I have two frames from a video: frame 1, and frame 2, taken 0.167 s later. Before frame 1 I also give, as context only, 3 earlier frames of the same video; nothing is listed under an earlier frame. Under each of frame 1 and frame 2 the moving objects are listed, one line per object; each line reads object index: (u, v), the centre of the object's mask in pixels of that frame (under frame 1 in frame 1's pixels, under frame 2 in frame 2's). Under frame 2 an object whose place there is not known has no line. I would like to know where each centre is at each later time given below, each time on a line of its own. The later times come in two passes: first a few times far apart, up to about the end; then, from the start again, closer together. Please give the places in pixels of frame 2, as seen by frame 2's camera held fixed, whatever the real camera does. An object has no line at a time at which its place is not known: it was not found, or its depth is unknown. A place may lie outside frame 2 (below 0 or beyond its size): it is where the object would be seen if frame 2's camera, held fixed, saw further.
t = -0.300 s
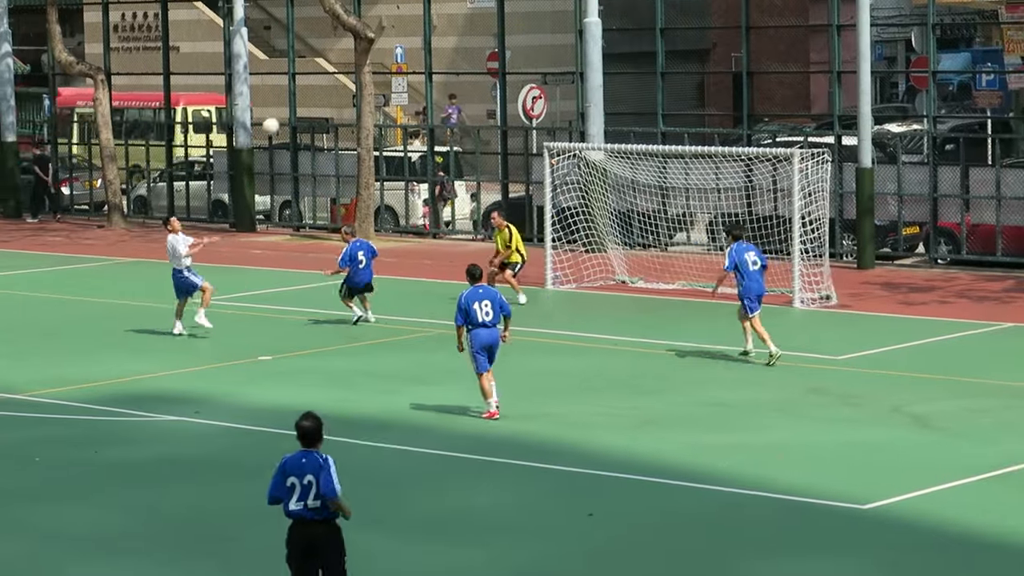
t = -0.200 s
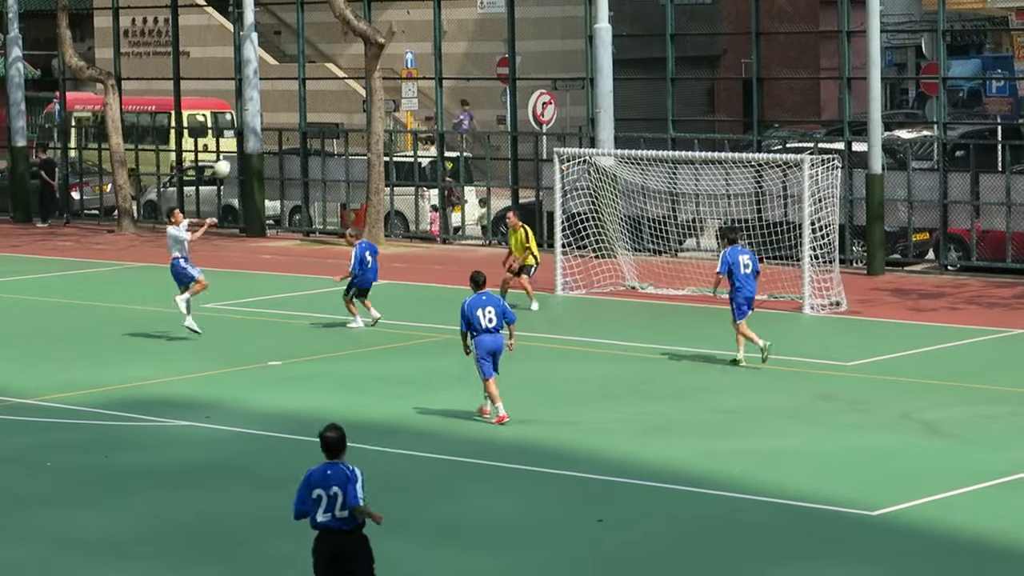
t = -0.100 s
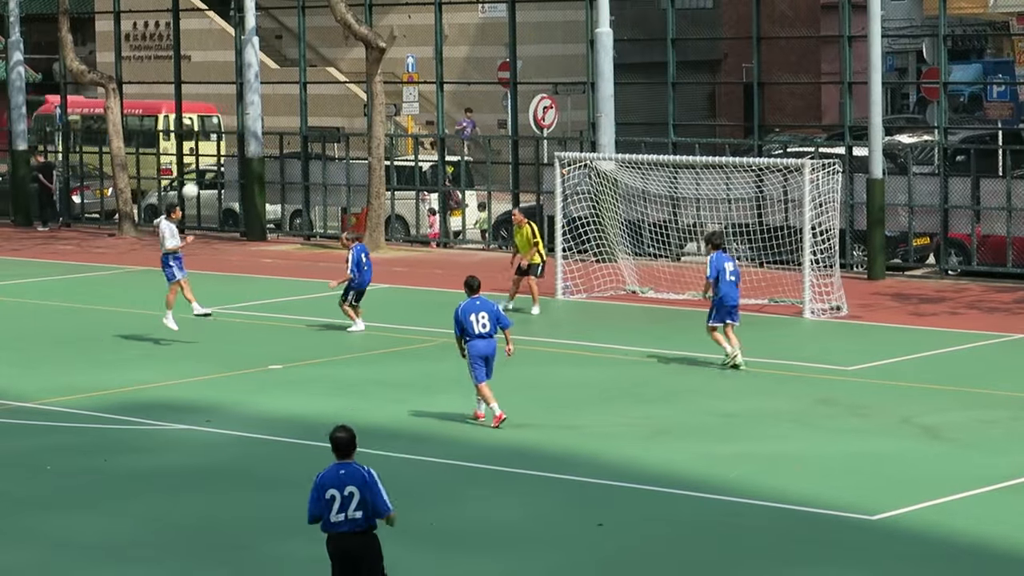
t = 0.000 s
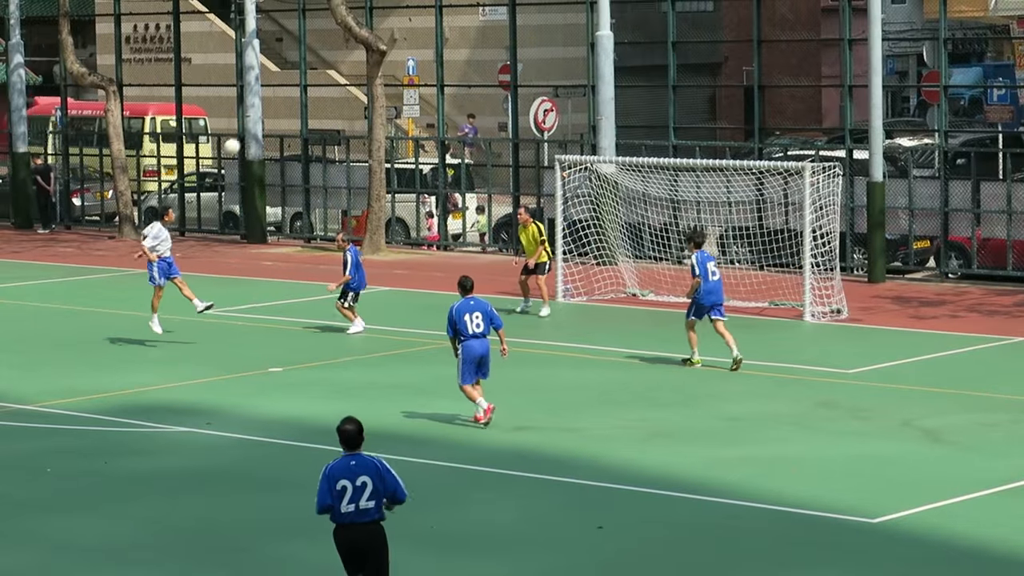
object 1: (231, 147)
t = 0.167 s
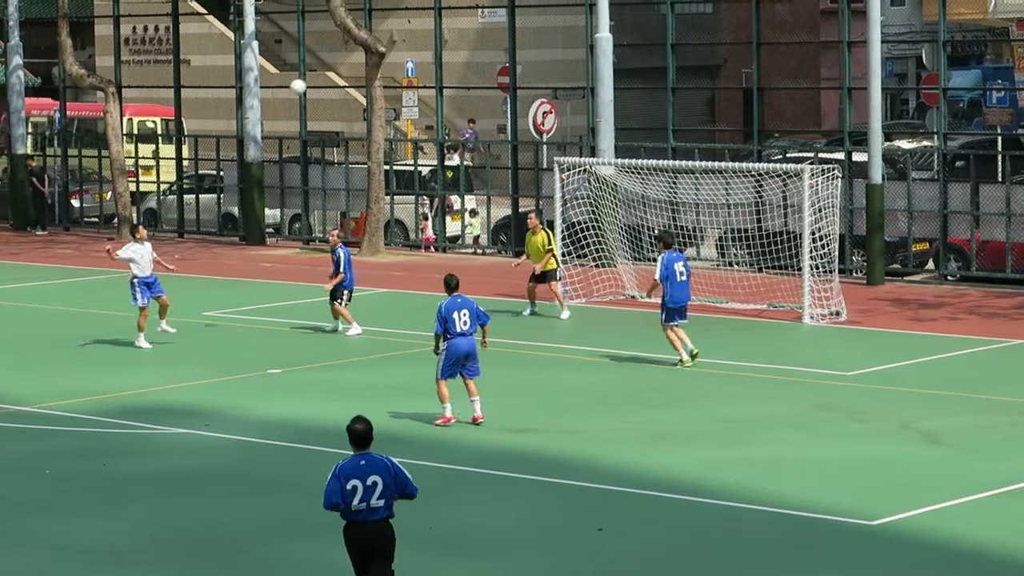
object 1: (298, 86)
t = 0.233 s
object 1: (324, 67)
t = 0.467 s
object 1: (411, 26)
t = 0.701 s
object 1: (492, 25)
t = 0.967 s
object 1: (578, 70)
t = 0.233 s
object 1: (324, 67)
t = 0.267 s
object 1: (336, 59)
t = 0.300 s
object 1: (349, 51)
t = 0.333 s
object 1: (362, 45)
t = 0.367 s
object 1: (375, 39)
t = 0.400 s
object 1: (387, 35)
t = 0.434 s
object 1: (398, 31)
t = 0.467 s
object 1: (411, 26)
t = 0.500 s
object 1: (423, 24)
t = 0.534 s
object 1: (435, 23)
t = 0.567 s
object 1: (446, 22)
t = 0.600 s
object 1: (458, 21)
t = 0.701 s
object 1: (492, 25)
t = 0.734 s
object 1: (503, 29)
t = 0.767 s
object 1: (513, 33)
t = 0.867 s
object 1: (547, 48)
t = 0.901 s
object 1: (557, 54)
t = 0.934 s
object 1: (568, 62)
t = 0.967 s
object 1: (578, 70)
